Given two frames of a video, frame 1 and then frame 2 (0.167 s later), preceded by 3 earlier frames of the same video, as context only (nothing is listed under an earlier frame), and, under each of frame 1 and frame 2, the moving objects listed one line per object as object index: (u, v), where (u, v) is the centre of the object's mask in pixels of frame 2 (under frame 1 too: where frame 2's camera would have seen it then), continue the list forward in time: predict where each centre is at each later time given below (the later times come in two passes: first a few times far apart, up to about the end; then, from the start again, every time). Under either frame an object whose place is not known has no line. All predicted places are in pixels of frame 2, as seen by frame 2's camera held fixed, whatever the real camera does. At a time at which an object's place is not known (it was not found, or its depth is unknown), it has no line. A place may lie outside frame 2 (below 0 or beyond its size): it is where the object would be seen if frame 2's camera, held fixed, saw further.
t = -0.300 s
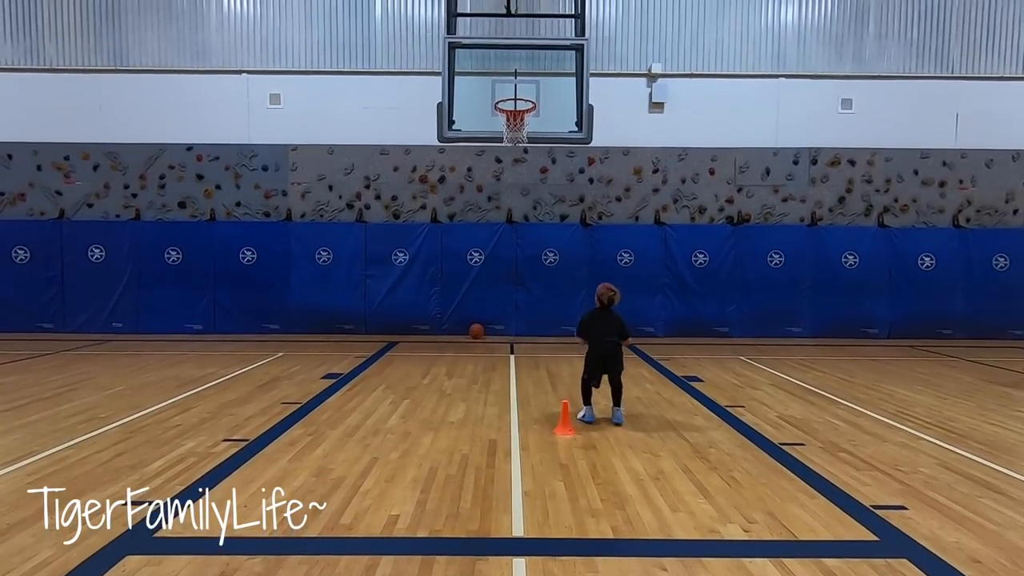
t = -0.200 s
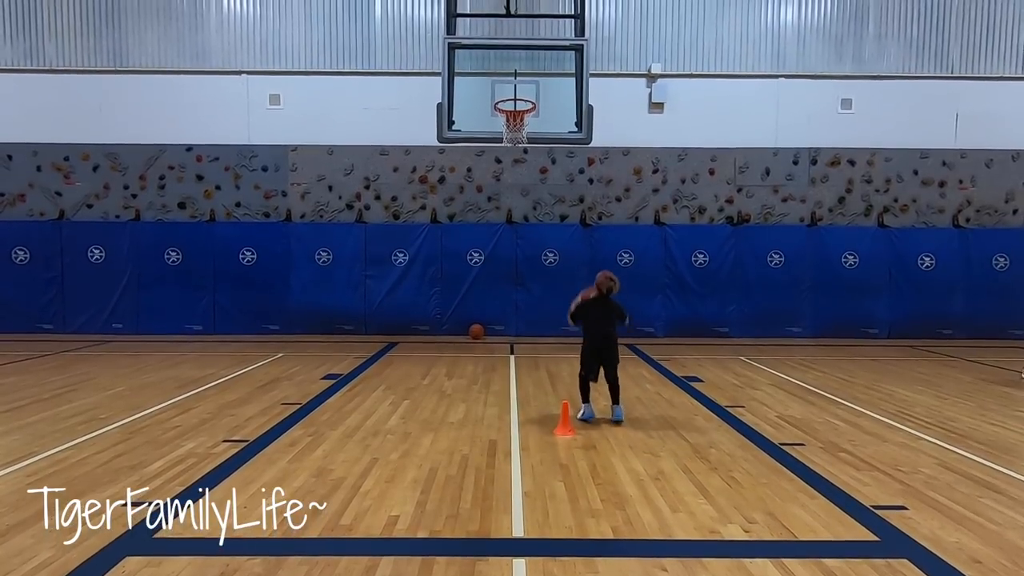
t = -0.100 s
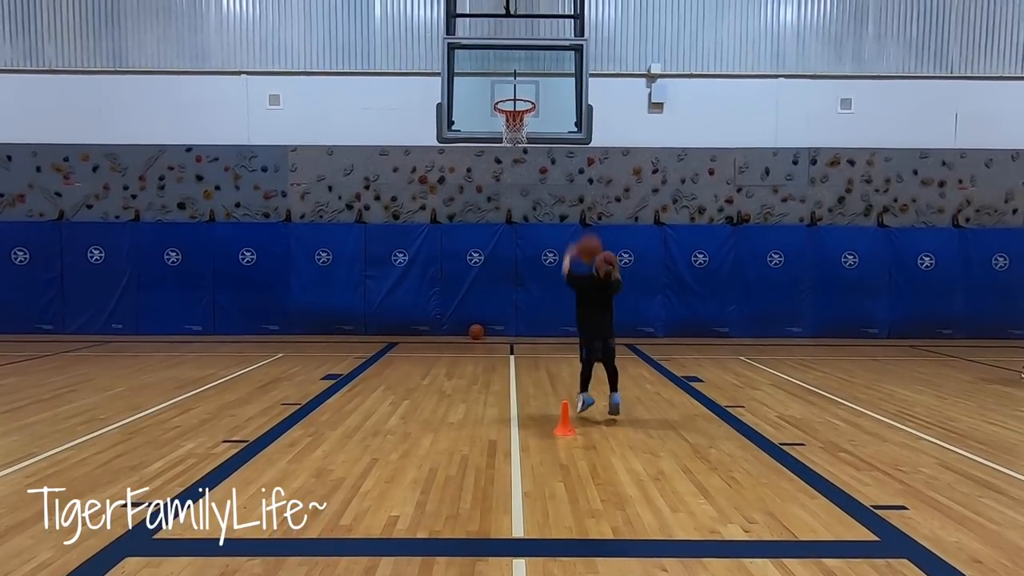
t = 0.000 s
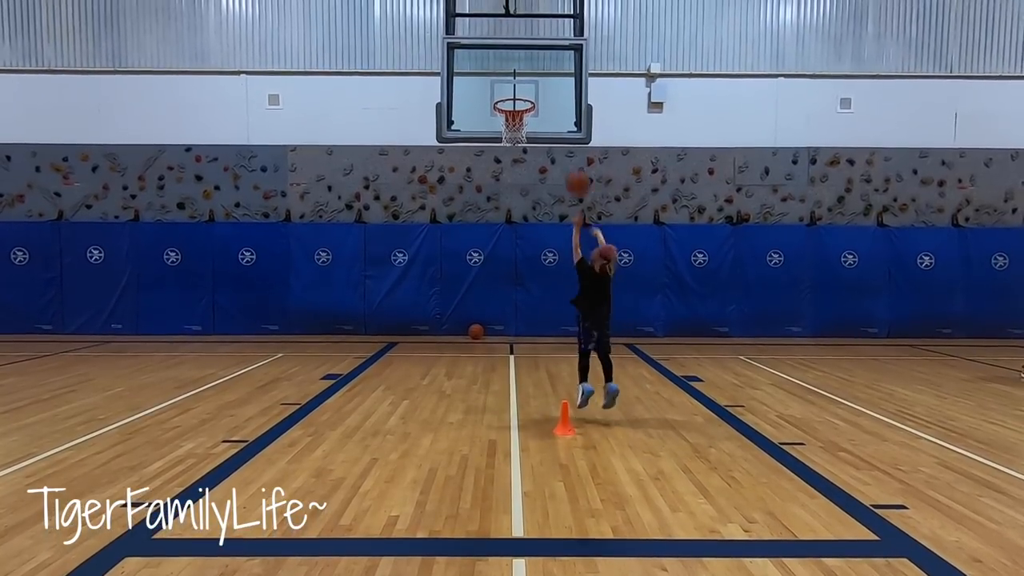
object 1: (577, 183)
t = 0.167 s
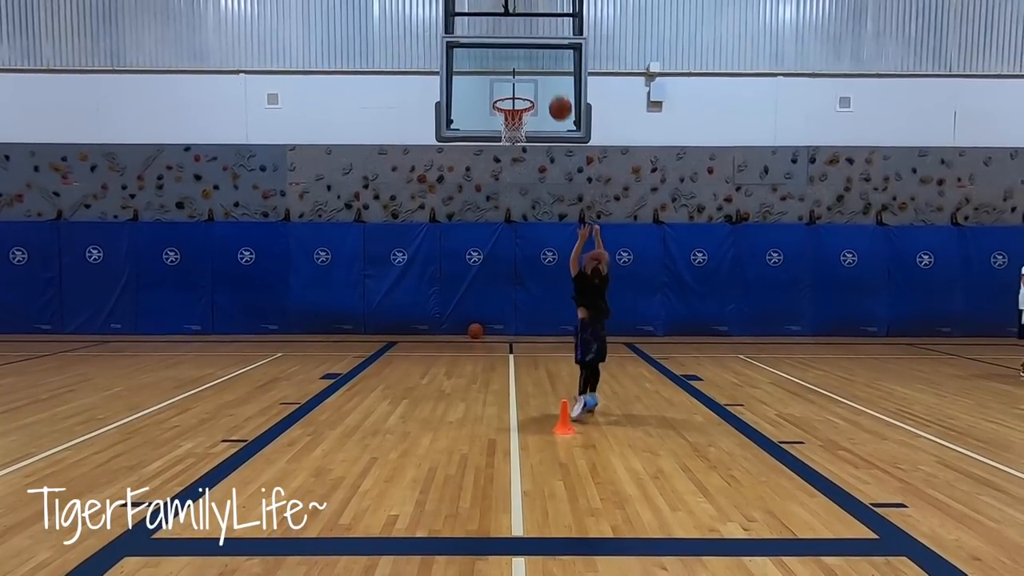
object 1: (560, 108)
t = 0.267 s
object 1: (551, 82)
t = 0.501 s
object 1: (532, 64)
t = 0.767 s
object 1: (514, 100)
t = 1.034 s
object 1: (492, 87)
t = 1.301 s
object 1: (465, 142)
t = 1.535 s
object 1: (439, 259)
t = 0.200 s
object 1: (557, 98)
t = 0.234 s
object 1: (554, 89)
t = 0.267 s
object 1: (551, 82)
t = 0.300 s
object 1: (548, 76)
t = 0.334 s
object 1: (545, 71)
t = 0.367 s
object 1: (542, 68)
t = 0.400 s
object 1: (540, 65)
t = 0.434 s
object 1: (537, 64)
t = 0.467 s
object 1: (534, 64)
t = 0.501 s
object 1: (532, 64)
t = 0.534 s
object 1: (530, 66)
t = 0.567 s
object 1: (527, 69)
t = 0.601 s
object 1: (525, 73)
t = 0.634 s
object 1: (523, 77)
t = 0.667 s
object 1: (521, 83)
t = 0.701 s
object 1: (518, 89)
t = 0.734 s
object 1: (516, 96)
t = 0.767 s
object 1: (514, 100)
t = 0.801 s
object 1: (512, 96)
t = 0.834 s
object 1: (509, 92)
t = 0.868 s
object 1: (506, 88)
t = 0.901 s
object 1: (503, 86)
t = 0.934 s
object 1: (500, 85)
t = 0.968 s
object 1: (497, 85)
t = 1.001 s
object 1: (495, 85)
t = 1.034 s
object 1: (492, 87)
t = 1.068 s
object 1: (488, 90)
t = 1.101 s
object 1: (485, 93)
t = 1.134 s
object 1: (482, 98)
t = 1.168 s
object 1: (479, 105)
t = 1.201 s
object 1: (475, 112)
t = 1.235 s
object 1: (472, 121)
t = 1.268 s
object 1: (469, 131)
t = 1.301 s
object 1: (465, 142)
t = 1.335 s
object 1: (462, 155)
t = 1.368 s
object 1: (458, 168)
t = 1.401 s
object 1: (454, 184)
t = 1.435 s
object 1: (450, 201)
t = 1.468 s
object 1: (446, 219)
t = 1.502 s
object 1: (443, 238)
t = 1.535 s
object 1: (439, 259)
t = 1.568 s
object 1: (435, 281)
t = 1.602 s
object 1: (431, 305)
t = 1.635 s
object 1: (428, 329)
